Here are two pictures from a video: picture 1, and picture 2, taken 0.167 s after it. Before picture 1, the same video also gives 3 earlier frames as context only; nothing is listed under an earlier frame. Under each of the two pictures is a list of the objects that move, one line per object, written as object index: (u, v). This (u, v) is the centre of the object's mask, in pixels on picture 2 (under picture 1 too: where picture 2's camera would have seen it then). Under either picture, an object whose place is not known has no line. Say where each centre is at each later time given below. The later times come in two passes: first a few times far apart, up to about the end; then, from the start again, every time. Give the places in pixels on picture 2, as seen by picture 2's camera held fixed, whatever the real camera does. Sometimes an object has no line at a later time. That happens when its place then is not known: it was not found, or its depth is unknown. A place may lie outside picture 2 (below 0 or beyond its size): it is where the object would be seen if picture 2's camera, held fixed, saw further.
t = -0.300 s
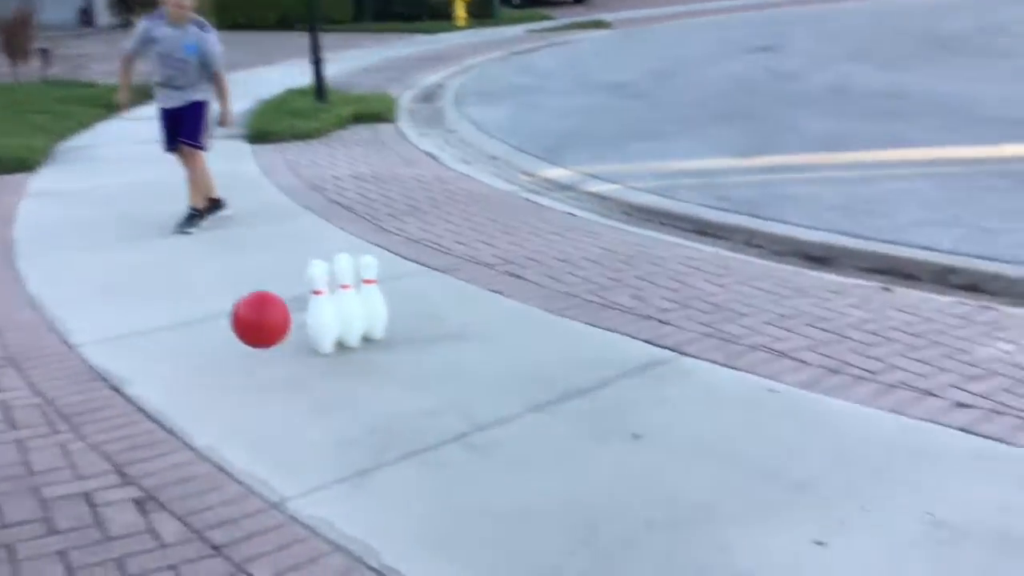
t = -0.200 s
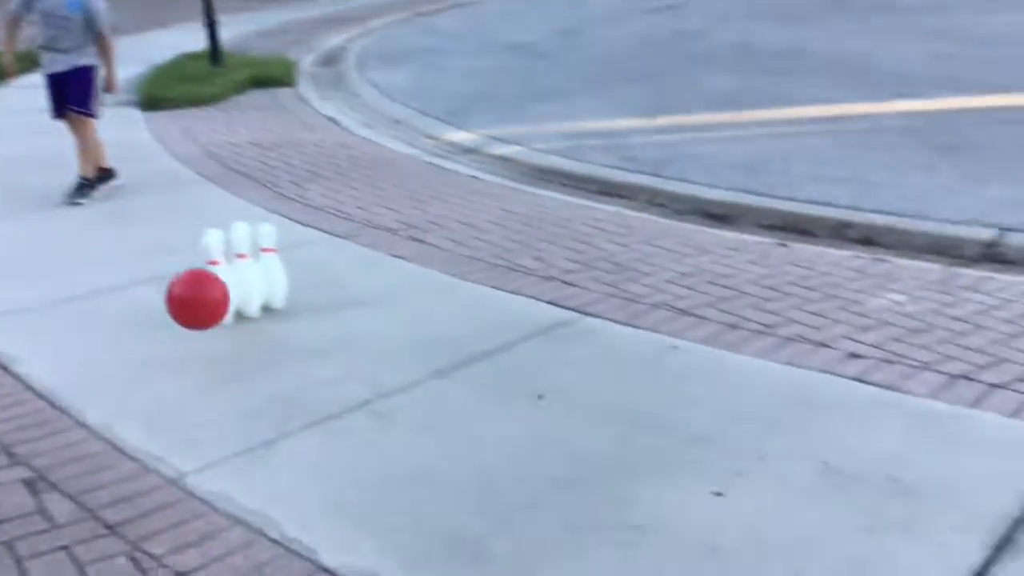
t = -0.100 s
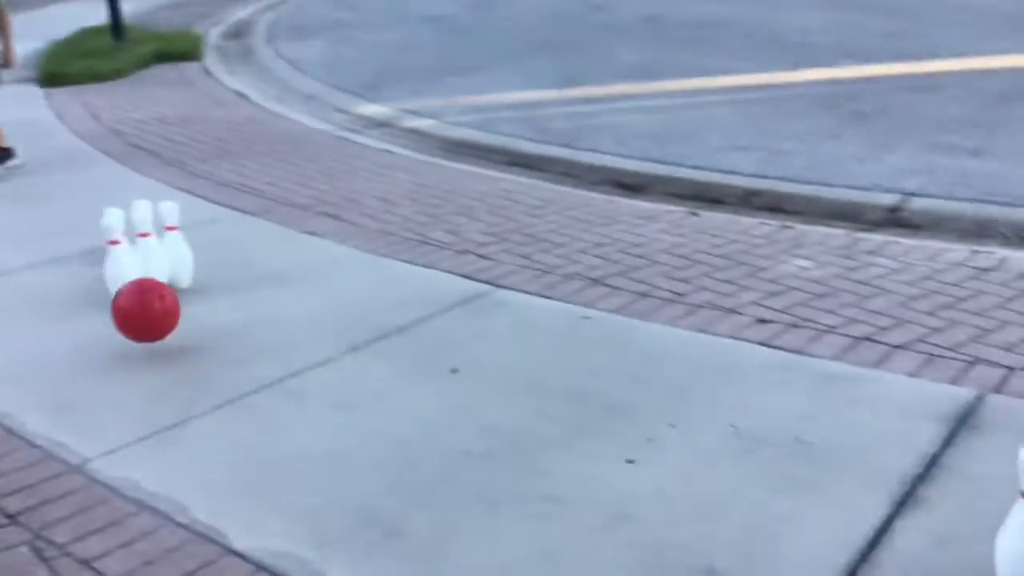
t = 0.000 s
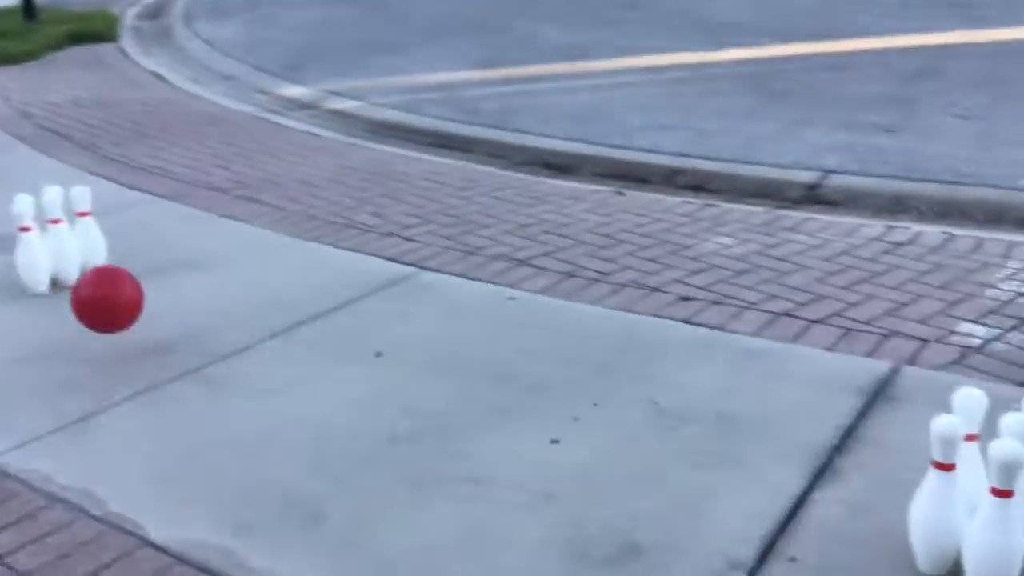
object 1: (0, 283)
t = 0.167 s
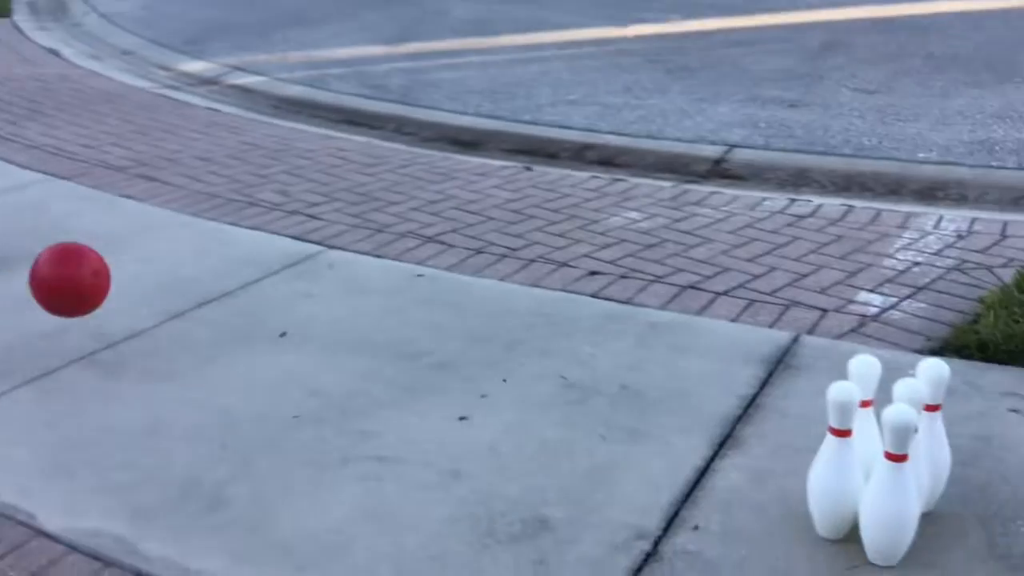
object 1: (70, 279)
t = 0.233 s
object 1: (115, 310)
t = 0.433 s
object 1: (218, 305)
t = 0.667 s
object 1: (368, 349)
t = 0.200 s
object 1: (92, 292)
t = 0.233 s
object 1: (115, 310)
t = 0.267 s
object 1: (137, 331)
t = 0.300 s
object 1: (152, 327)
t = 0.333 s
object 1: (166, 317)
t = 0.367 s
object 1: (180, 309)
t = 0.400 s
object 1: (198, 304)
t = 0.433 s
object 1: (218, 305)
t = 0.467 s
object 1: (240, 310)
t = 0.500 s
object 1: (264, 321)
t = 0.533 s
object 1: (289, 337)
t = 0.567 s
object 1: (313, 357)
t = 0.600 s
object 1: (335, 370)
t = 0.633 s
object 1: (351, 358)
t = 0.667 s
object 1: (368, 349)
